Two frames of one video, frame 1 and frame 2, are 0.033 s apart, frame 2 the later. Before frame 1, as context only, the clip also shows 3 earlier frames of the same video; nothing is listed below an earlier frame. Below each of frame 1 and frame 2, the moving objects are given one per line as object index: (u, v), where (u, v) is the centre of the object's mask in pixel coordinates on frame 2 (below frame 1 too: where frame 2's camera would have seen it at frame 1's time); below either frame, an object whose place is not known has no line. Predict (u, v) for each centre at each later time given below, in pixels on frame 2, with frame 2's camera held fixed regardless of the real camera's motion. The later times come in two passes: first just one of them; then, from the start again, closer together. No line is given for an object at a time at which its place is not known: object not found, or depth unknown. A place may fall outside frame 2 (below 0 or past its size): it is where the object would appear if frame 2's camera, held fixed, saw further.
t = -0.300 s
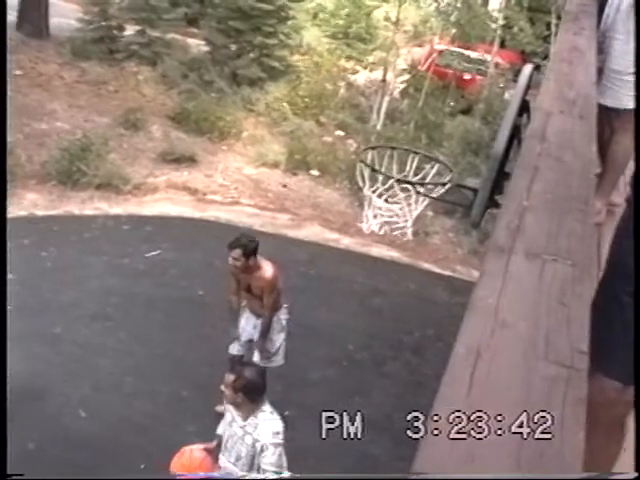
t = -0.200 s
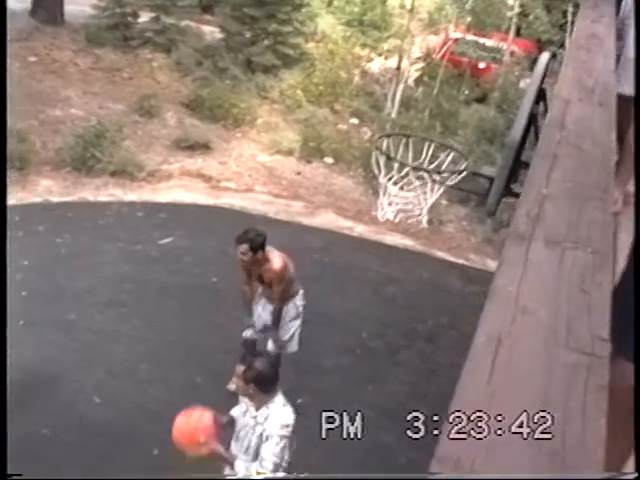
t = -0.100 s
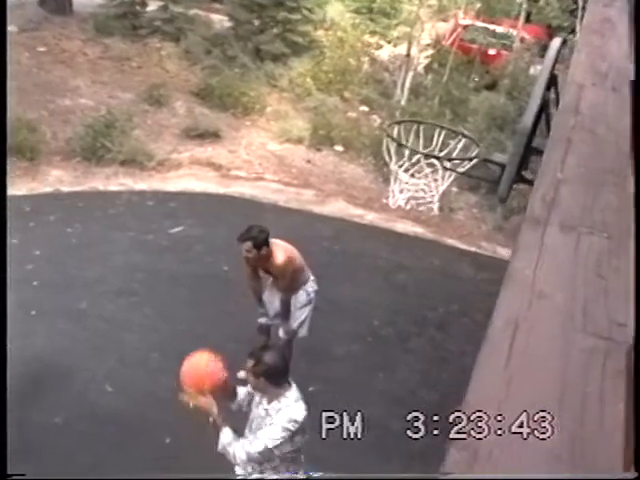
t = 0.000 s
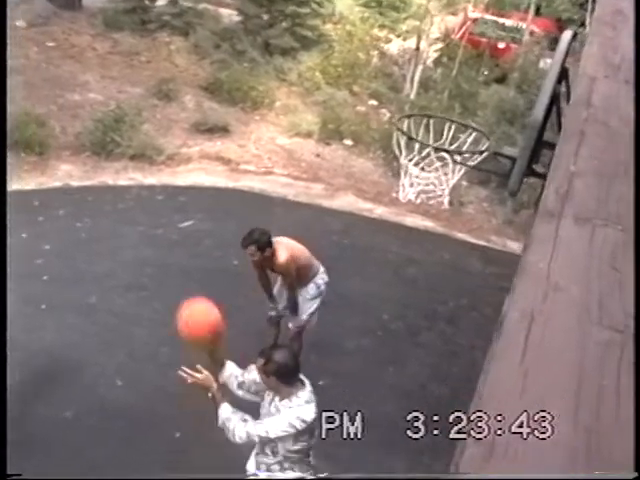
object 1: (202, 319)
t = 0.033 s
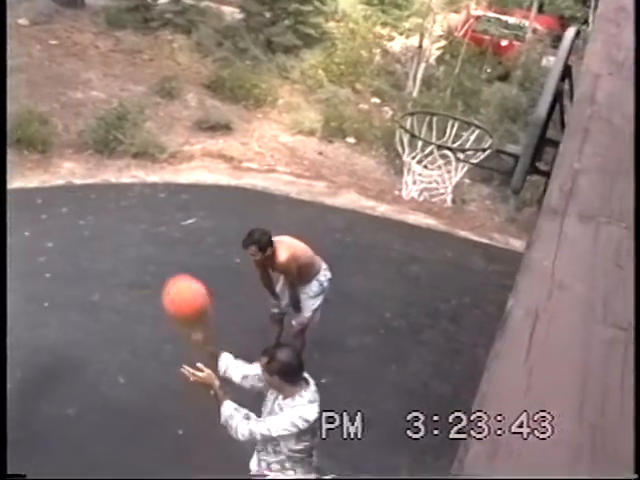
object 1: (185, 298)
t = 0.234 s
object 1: (58, 214)
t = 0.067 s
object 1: (164, 280)
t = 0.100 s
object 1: (141, 263)
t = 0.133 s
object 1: (120, 249)
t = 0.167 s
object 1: (100, 235)
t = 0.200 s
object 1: (78, 224)
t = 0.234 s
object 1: (58, 214)
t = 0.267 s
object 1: (39, 207)
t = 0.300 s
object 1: (19, 202)
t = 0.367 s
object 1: (-17, 197)
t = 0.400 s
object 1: (-35, 198)
